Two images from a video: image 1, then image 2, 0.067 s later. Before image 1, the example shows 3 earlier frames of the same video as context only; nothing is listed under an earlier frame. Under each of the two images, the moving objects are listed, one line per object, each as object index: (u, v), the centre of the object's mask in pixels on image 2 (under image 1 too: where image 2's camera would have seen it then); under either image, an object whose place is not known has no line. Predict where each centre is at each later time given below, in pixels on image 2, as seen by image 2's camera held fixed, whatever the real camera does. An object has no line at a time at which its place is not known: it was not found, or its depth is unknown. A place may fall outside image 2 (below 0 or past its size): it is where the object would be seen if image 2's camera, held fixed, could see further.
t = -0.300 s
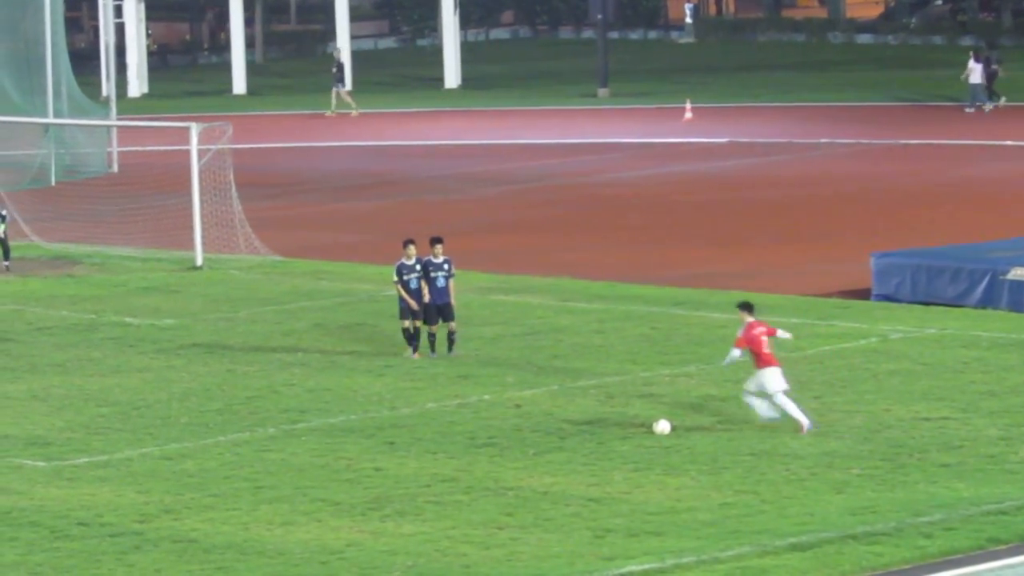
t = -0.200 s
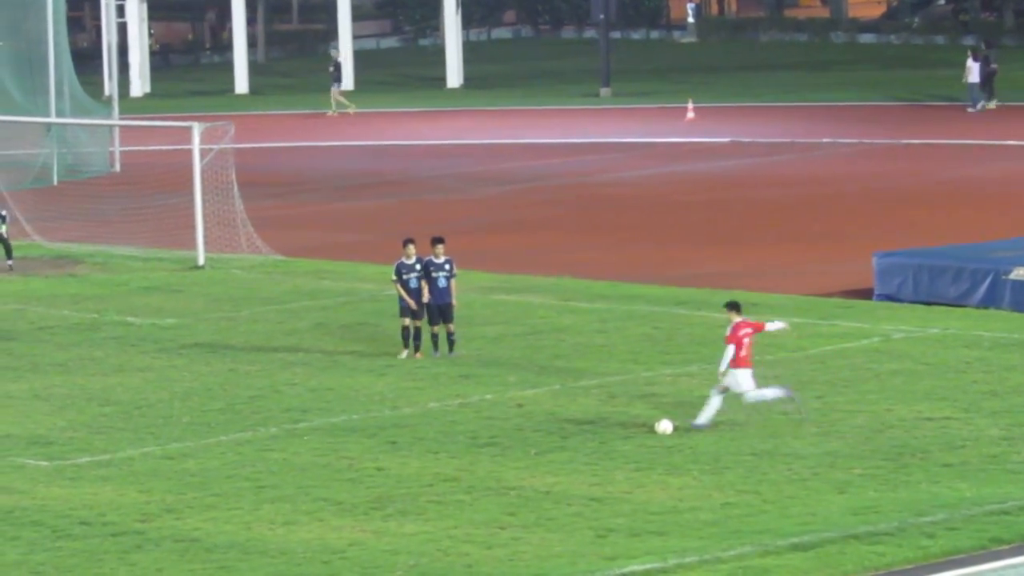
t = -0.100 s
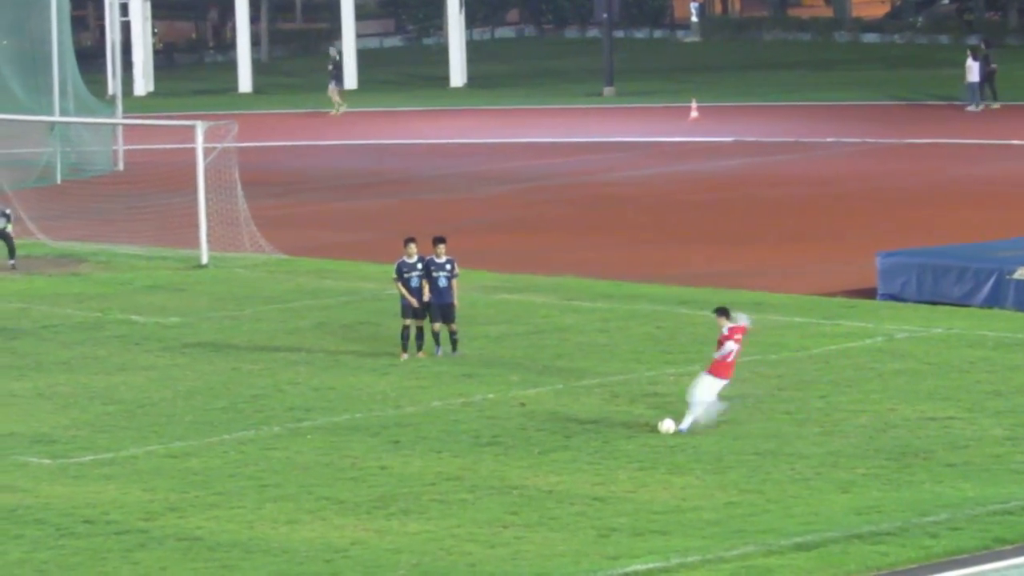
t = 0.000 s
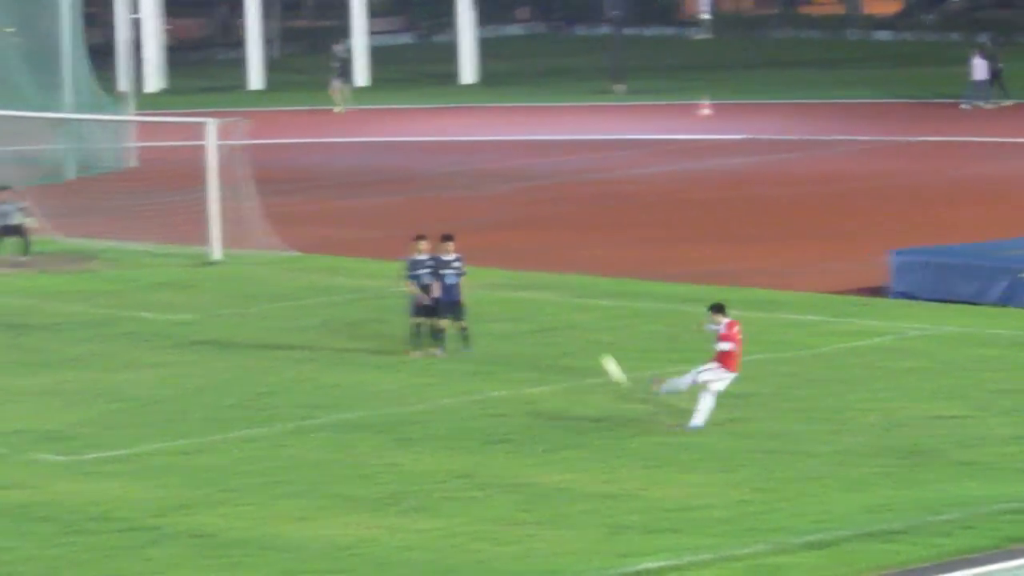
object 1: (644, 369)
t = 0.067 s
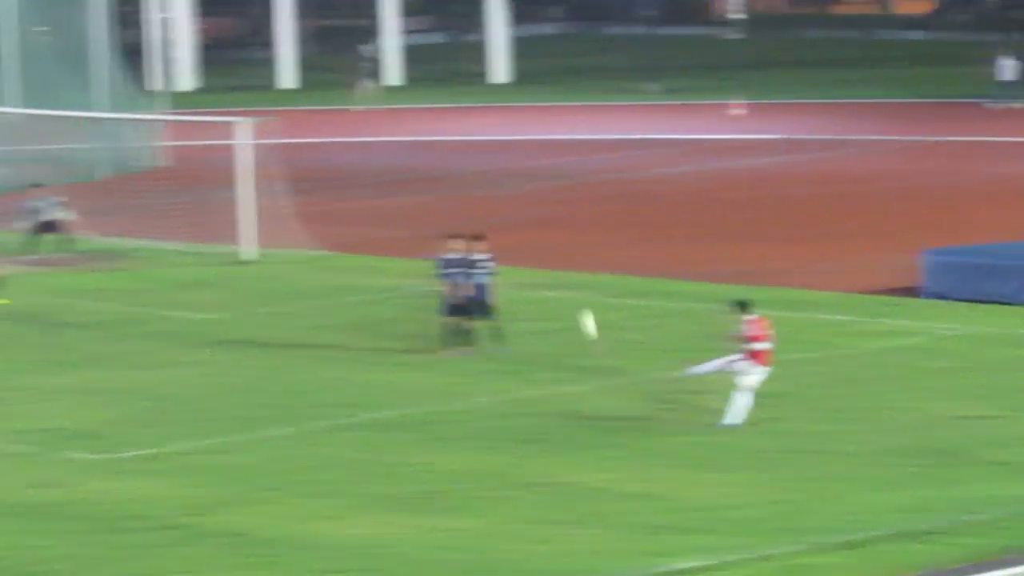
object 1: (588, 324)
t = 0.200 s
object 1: (501, 251)
